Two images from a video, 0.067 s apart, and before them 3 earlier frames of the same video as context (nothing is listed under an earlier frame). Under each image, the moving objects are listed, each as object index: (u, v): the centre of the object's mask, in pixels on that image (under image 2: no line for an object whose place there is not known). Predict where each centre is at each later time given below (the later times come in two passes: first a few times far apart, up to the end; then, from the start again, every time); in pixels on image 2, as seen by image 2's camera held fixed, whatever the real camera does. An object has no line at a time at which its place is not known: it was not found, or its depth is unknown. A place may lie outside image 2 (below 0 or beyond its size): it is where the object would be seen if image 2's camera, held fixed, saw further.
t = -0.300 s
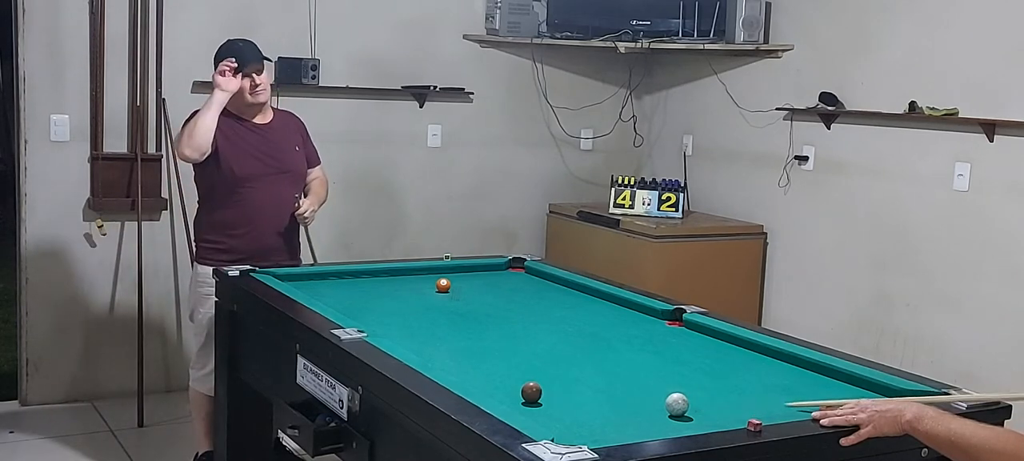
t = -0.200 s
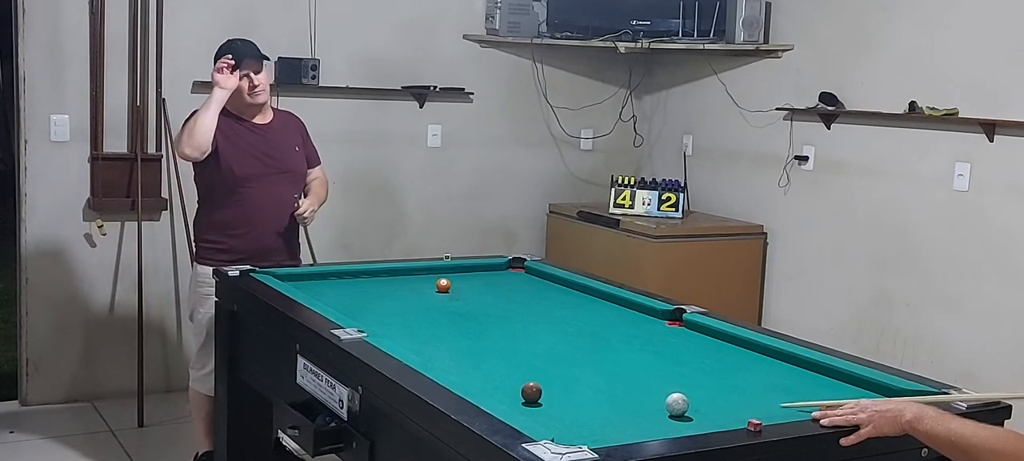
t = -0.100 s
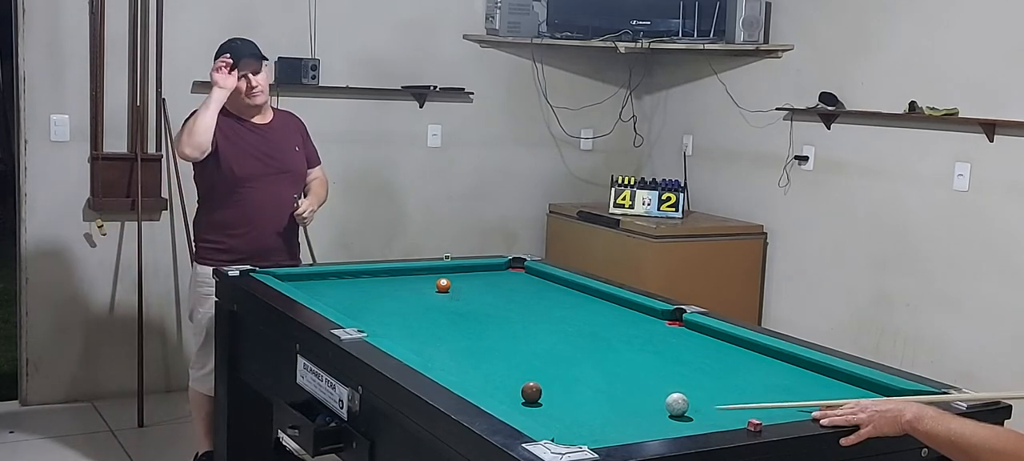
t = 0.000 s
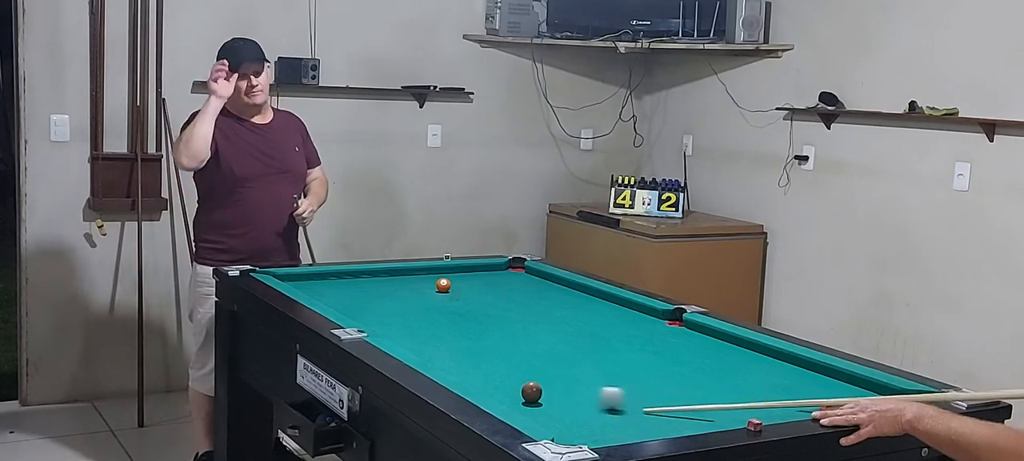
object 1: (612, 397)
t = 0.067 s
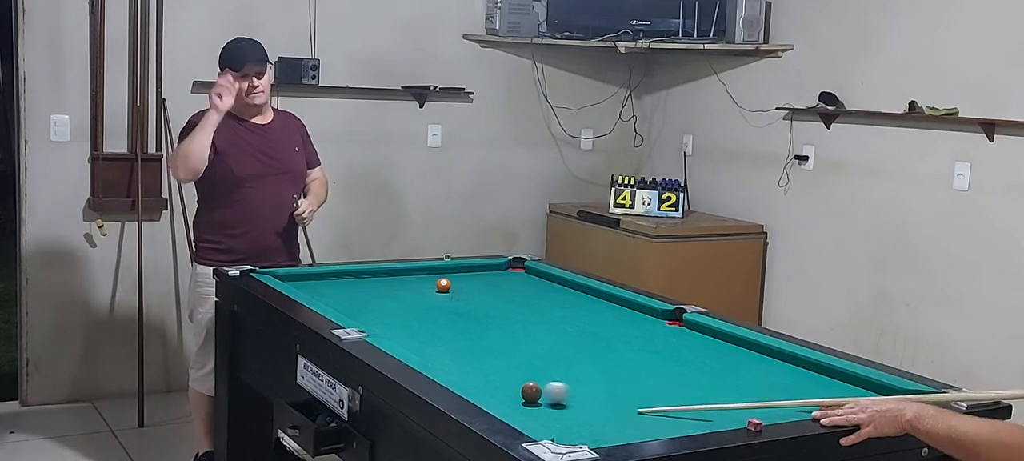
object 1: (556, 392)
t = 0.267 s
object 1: (539, 390)
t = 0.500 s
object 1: (525, 387)
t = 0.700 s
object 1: (515, 386)
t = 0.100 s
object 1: (550, 392)
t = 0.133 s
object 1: (547, 391)
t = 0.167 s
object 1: (545, 391)
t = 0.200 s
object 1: (543, 391)
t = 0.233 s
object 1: (541, 390)
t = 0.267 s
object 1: (539, 390)
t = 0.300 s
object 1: (536, 390)
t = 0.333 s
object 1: (534, 389)
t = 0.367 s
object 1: (532, 389)
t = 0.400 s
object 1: (530, 389)
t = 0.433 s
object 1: (528, 388)
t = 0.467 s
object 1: (526, 388)
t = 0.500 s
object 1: (525, 387)
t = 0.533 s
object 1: (523, 387)
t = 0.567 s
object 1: (521, 387)
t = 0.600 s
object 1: (520, 387)
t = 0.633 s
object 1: (518, 386)
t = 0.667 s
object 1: (517, 386)
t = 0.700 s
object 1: (515, 386)
